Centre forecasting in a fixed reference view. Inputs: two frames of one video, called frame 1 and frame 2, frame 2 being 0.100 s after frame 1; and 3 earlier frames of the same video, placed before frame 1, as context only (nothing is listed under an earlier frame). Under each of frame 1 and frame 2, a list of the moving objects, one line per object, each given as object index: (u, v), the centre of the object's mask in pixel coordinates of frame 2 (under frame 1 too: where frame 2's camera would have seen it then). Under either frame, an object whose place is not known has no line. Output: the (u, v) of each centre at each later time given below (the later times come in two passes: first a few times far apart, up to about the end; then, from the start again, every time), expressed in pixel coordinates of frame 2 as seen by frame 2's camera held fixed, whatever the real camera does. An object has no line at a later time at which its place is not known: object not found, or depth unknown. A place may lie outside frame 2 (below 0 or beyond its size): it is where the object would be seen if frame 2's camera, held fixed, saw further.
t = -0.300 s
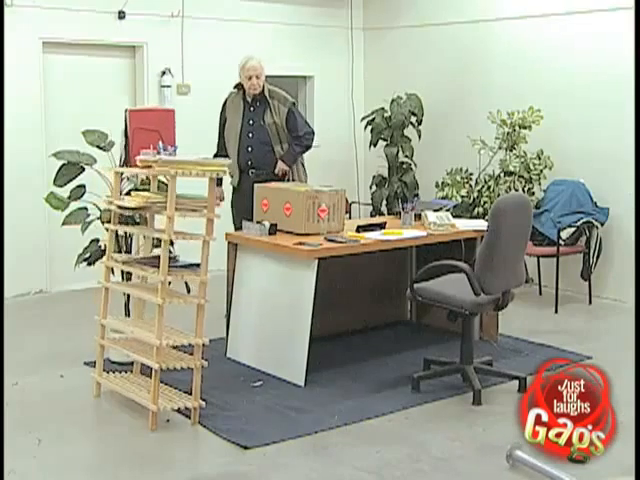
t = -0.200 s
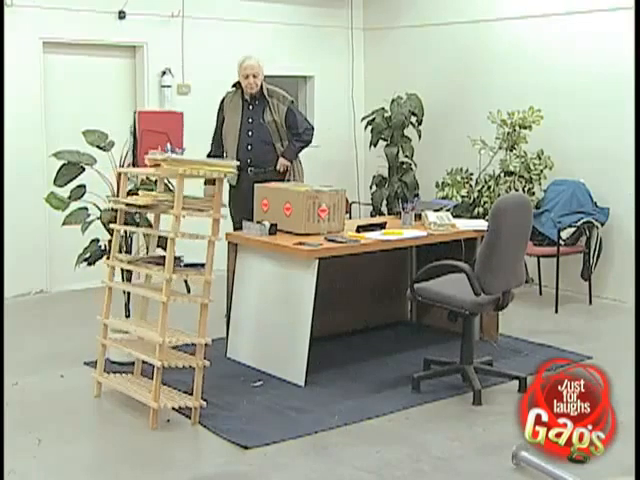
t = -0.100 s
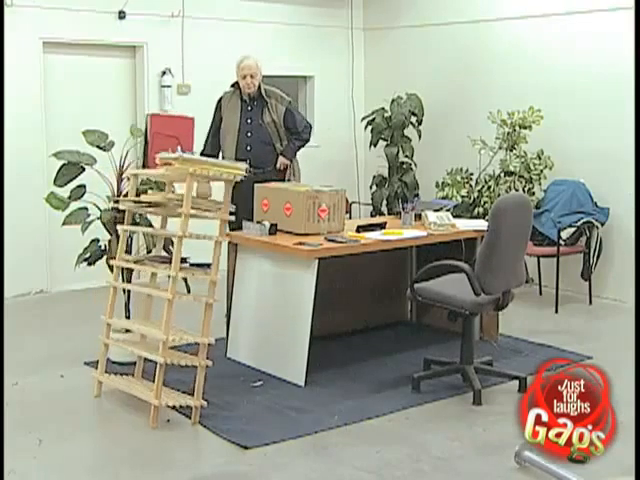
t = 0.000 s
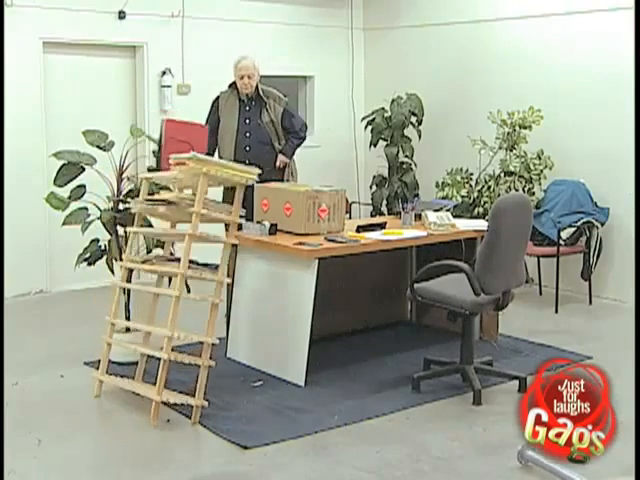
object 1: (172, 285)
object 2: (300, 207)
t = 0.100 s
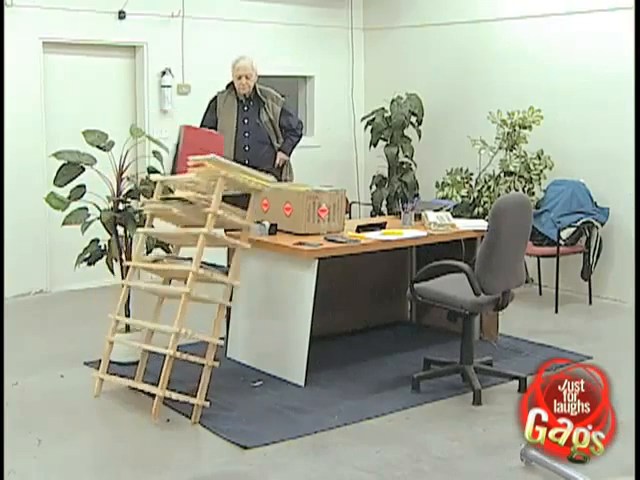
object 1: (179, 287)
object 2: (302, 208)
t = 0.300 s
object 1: (204, 291)
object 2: (321, 207)
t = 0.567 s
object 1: (226, 314)
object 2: (331, 209)
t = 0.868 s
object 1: (251, 355)
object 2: (347, 264)
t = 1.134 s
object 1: (257, 357)
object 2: (375, 285)
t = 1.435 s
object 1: (259, 358)
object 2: (394, 301)
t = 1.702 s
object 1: (258, 358)
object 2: (400, 305)
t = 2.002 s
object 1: (257, 358)
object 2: (399, 305)
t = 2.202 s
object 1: (259, 358)
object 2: (399, 305)
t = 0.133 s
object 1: (183, 284)
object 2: (304, 208)
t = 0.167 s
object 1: (186, 285)
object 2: (309, 209)
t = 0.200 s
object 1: (190, 285)
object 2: (308, 210)
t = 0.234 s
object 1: (194, 287)
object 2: (315, 210)
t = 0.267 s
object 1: (200, 288)
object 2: (319, 209)
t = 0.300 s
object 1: (204, 291)
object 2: (321, 207)
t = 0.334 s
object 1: (209, 294)
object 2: (323, 205)
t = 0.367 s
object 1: (213, 297)
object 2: (324, 205)
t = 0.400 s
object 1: (217, 300)
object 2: (324, 204)
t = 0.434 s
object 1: (220, 302)
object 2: (324, 204)
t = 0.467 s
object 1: (223, 304)
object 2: (324, 205)
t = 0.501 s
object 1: (221, 307)
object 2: (326, 207)
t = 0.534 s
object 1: (223, 310)
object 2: (328, 208)
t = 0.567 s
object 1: (226, 314)
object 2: (331, 209)
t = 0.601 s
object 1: (231, 319)
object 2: (333, 212)
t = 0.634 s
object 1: (235, 324)
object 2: (336, 217)
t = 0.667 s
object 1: (238, 328)
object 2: (340, 223)
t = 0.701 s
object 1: (241, 333)
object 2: (344, 230)
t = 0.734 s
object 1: (242, 339)
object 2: (348, 235)
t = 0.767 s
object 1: (243, 345)
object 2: (352, 242)
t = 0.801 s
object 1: (245, 351)
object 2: (350, 249)
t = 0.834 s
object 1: (249, 353)
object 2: (357, 257)
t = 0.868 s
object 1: (251, 355)
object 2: (347, 264)
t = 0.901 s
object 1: (254, 354)
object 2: (350, 268)
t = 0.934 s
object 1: (252, 356)
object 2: (355, 264)
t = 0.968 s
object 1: (252, 356)
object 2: (356, 271)
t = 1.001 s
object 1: (253, 356)
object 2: (361, 275)
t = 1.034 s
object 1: (252, 357)
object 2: (367, 282)
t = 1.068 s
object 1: (257, 356)
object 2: (371, 281)
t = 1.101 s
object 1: (262, 357)
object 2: (373, 282)
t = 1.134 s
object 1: (257, 357)
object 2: (375, 285)
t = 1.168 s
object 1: (258, 357)
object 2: (377, 287)
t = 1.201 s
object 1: (259, 358)
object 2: (379, 288)
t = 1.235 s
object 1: (259, 358)
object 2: (381, 290)
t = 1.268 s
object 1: (260, 357)
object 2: (383, 292)
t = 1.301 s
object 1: (255, 358)
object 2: (387, 296)
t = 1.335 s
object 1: (255, 358)
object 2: (388, 298)
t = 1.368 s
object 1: (256, 358)
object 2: (389, 300)
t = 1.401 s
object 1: (258, 358)
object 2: (393, 302)
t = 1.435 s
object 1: (259, 358)
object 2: (394, 301)
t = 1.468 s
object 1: (258, 358)
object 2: (395, 302)
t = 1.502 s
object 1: (259, 358)
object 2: (396, 303)
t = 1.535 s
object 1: (258, 358)
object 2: (398, 303)
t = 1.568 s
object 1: (257, 358)
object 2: (398, 303)
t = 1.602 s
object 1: (258, 358)
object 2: (396, 303)
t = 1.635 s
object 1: (259, 358)
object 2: (397, 303)
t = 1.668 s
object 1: (258, 358)
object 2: (398, 304)
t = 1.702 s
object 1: (258, 358)
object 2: (400, 305)
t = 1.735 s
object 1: (259, 358)
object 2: (399, 305)
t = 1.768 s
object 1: (259, 358)
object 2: (399, 304)
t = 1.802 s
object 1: (259, 358)
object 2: (398, 304)
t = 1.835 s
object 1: (259, 358)
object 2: (398, 304)
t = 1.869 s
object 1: (259, 358)
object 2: (399, 305)
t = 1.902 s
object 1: (259, 358)
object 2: (399, 305)
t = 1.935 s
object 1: (258, 358)
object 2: (399, 305)
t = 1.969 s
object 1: (258, 358)
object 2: (399, 305)
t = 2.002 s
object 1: (257, 358)
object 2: (399, 305)
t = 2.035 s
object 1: (257, 358)
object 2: (399, 305)
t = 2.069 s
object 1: (257, 358)
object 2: (398, 305)
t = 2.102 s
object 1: (260, 358)
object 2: (399, 305)
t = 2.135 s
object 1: (259, 358)
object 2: (399, 305)
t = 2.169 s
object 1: (259, 358)
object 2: (399, 305)
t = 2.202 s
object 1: (259, 358)
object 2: (399, 305)
